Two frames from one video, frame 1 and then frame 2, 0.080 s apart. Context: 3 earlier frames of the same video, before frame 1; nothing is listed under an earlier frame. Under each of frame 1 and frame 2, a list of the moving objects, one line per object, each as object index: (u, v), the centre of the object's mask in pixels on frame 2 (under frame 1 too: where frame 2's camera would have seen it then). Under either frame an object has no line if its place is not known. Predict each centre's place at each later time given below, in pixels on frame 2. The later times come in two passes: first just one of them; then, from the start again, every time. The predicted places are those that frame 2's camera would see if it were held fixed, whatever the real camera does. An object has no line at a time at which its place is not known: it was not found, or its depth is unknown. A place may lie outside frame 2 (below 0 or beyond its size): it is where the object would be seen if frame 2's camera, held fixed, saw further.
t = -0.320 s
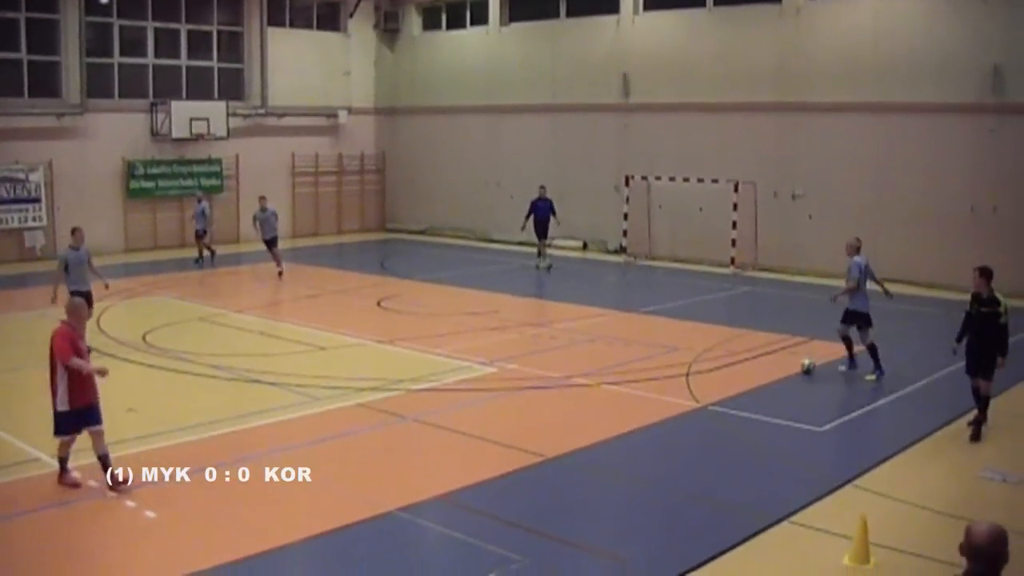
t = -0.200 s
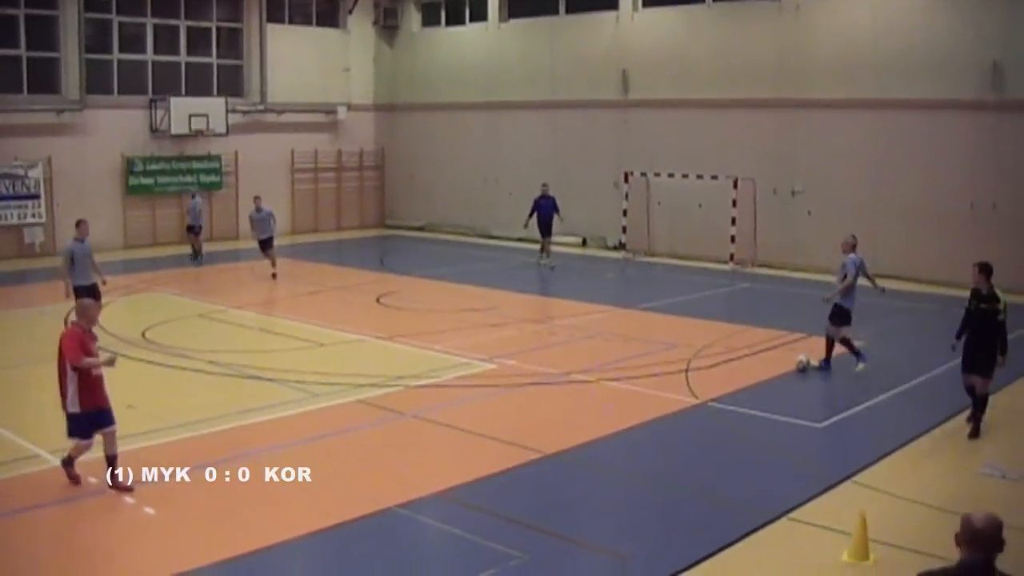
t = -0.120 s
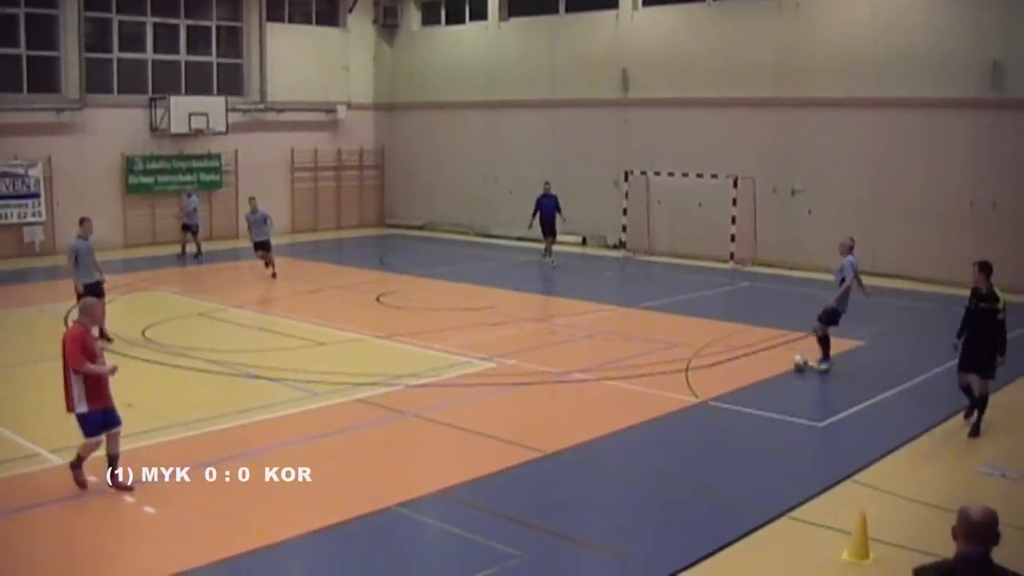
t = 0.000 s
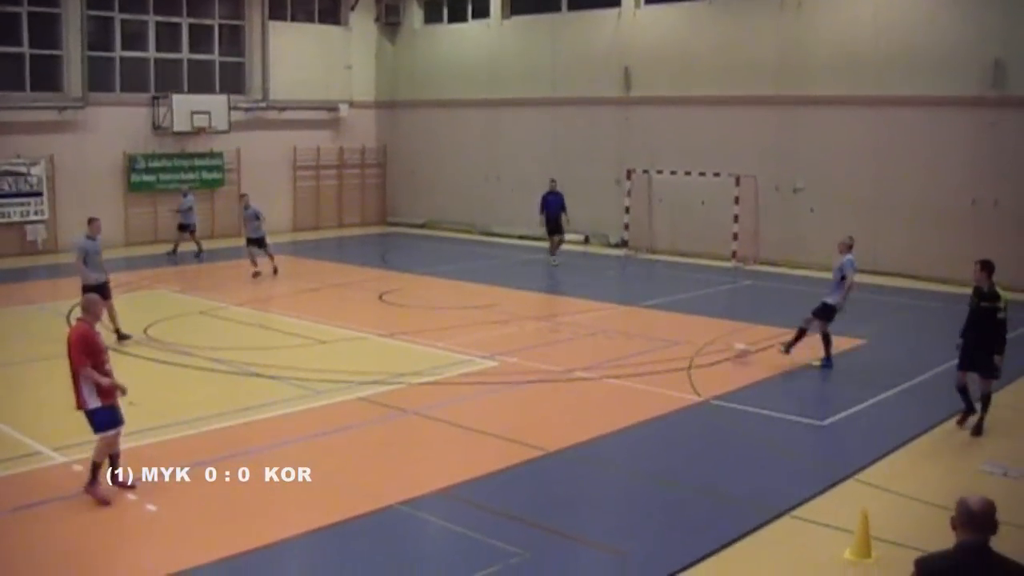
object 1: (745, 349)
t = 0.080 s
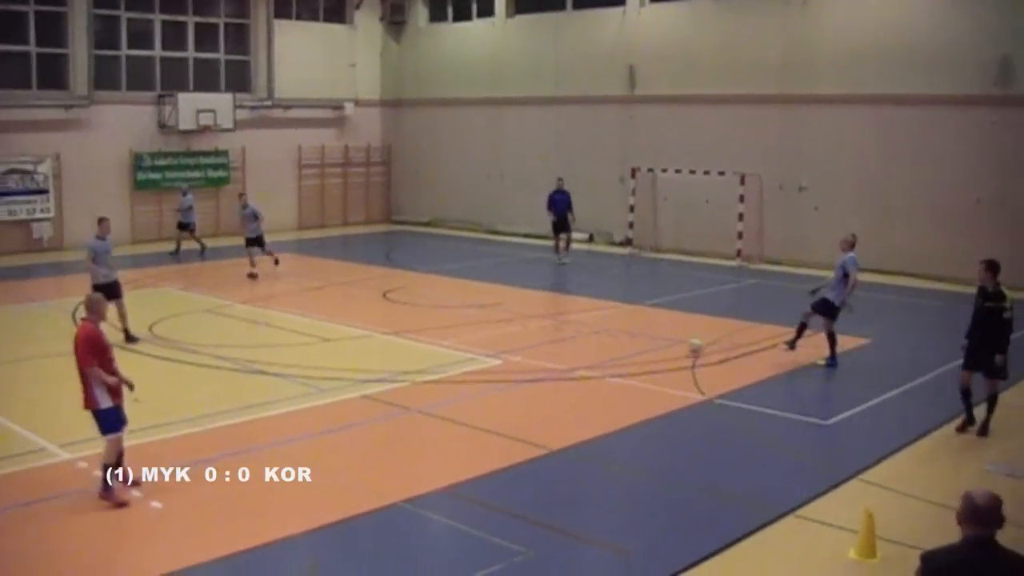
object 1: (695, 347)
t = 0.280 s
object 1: (587, 338)
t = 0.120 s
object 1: (671, 347)
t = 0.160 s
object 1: (648, 344)
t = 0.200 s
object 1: (627, 341)
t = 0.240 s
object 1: (606, 339)
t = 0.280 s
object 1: (587, 338)
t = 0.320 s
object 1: (568, 336)
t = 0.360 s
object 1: (552, 334)
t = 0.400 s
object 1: (535, 332)
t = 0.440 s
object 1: (520, 331)
